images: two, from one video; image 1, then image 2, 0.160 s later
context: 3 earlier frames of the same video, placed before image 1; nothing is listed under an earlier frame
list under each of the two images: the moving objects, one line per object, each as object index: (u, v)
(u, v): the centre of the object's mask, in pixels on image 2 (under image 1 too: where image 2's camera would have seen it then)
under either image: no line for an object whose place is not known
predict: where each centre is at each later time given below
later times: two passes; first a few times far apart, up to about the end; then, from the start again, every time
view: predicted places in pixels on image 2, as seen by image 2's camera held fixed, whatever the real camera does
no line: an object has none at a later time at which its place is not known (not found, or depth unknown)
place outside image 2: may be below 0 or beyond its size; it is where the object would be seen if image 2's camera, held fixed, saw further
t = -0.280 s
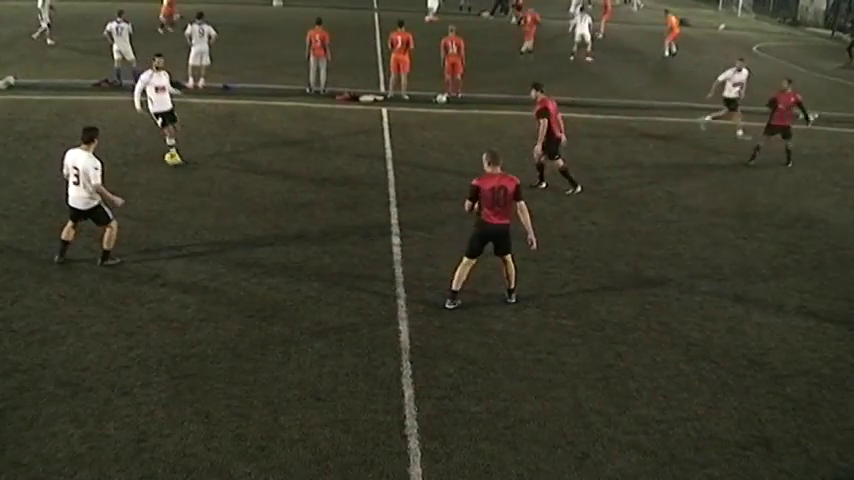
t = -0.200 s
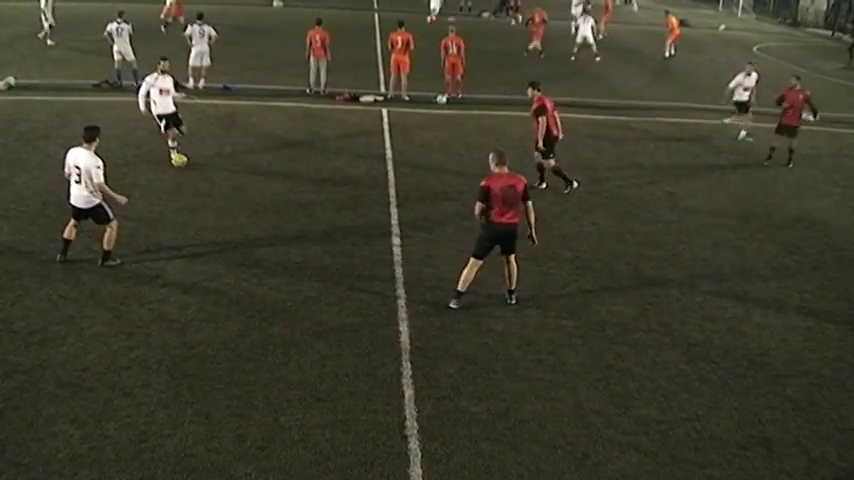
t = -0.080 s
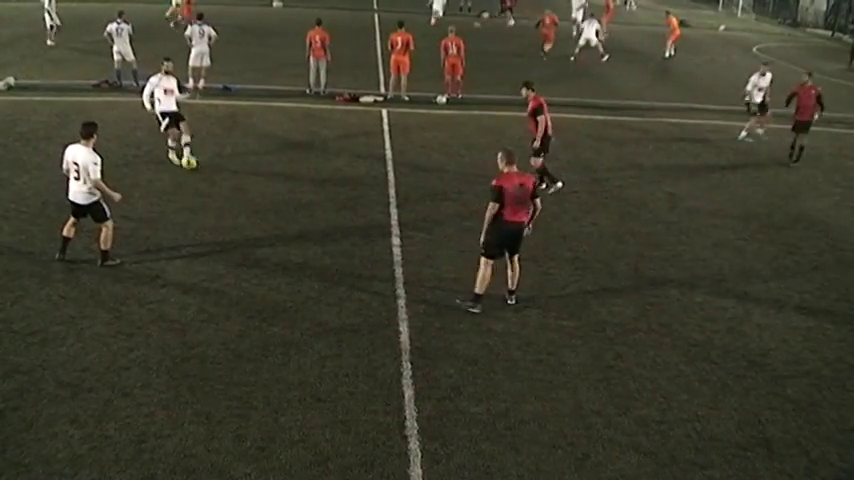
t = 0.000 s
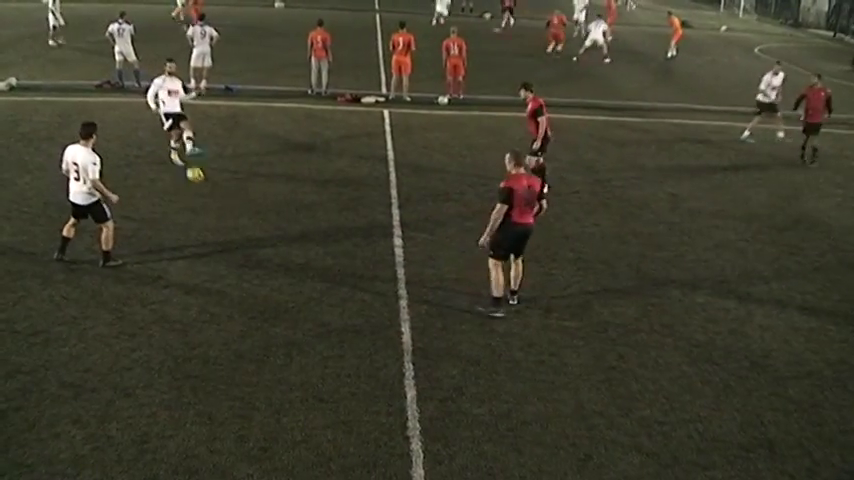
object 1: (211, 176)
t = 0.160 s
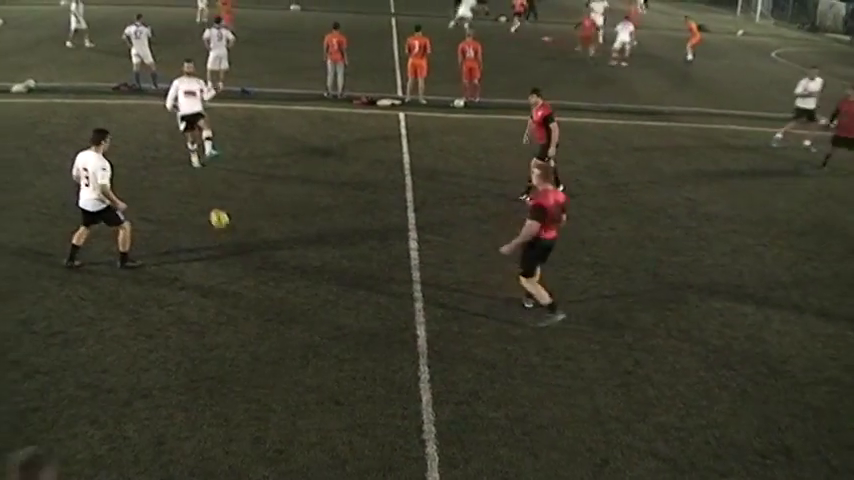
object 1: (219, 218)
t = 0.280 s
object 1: (224, 249)
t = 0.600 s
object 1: (238, 351)
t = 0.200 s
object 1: (221, 233)
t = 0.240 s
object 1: (224, 241)
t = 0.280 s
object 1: (224, 249)
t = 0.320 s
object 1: (227, 259)
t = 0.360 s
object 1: (229, 271)
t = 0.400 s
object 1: (231, 286)
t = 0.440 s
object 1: (232, 303)
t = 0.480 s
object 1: (234, 318)
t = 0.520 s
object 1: (236, 327)
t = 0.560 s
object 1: (237, 338)
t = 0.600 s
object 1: (238, 351)
